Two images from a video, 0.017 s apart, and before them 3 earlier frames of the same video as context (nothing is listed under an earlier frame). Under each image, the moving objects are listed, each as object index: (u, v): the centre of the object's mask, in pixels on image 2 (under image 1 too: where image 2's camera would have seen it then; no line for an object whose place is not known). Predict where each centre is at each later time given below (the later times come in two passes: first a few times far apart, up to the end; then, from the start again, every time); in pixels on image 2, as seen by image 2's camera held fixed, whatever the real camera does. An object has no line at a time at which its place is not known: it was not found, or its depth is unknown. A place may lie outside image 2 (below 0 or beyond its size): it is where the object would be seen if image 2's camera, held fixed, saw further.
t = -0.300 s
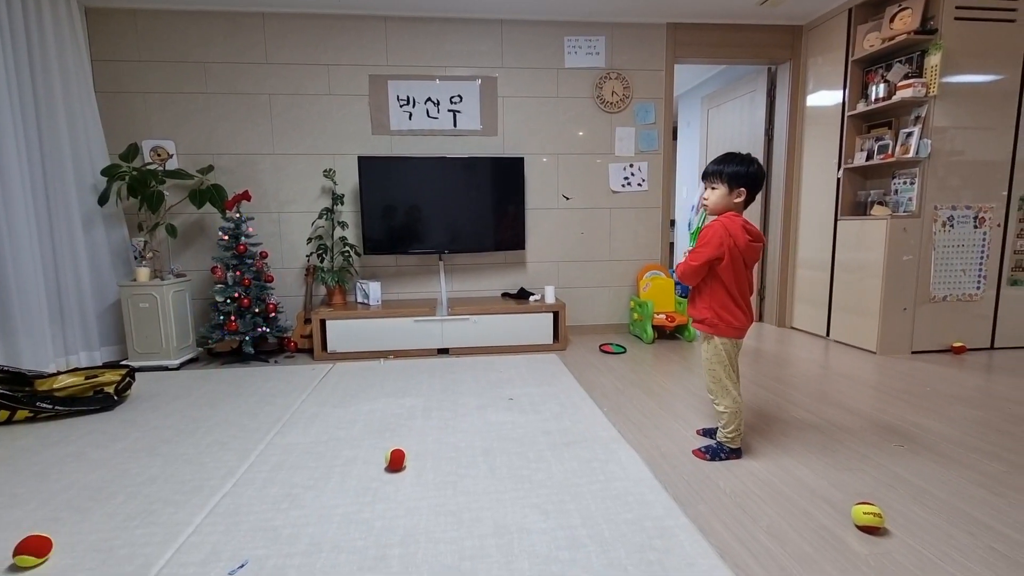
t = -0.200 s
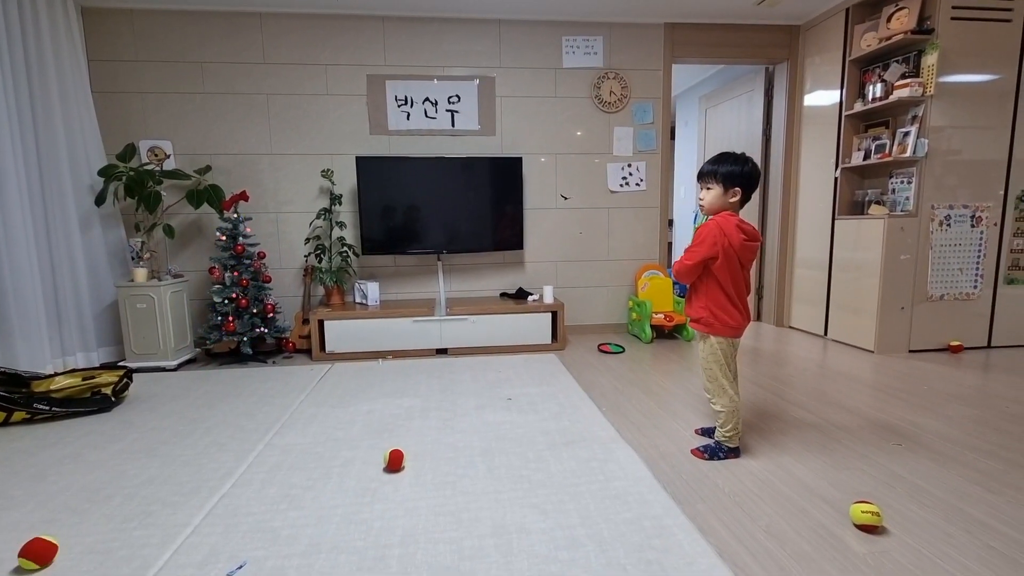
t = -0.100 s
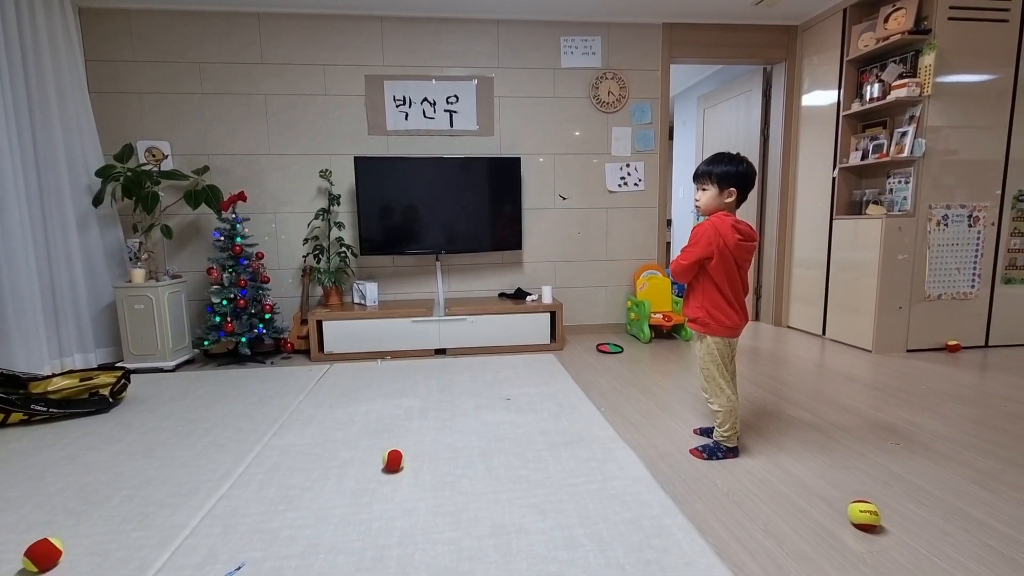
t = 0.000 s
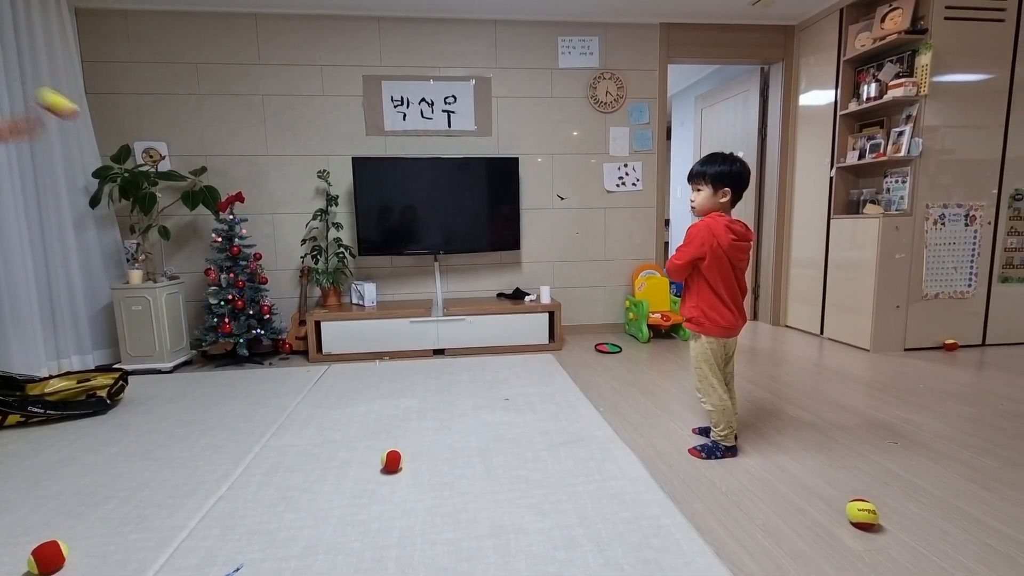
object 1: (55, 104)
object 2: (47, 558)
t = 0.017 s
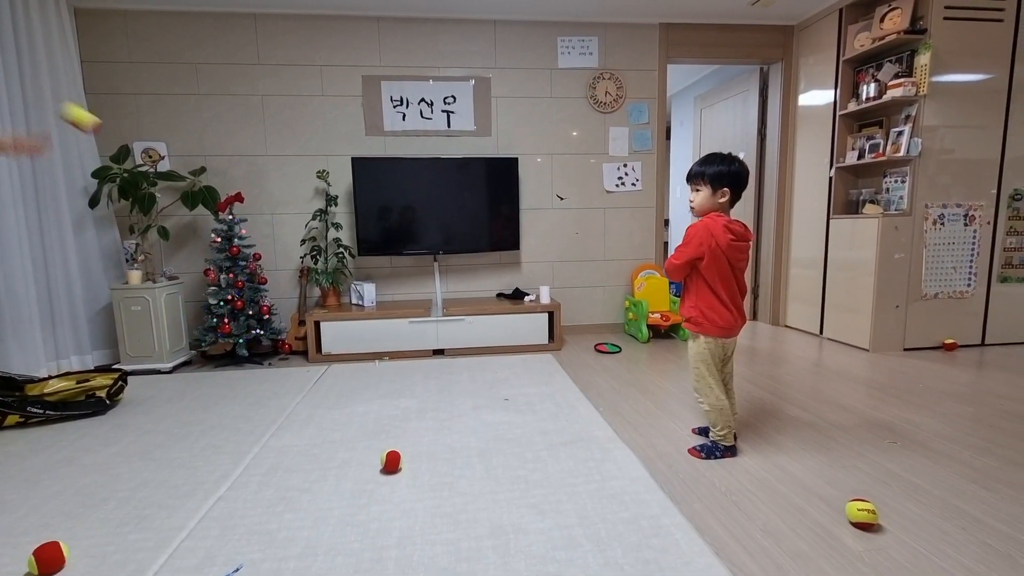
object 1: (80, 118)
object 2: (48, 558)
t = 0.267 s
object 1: (387, 375)
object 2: (65, 556)
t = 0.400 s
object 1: (461, 349)
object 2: (71, 556)
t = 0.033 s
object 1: (104, 133)
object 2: (49, 558)
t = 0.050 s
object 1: (126, 146)
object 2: (50, 558)
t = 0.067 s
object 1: (150, 162)
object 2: (52, 558)
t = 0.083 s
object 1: (173, 179)
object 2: (53, 558)
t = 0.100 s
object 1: (195, 195)
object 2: (55, 558)
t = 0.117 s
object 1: (216, 213)
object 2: (56, 557)
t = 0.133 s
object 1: (237, 229)
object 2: (58, 557)
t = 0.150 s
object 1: (257, 246)
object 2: (58, 557)
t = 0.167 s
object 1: (278, 265)
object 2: (60, 556)
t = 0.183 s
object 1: (297, 283)
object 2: (61, 556)
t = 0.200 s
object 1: (315, 301)
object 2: (61, 556)
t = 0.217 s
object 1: (333, 318)
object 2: (62, 556)
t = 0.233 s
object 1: (353, 338)
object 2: (63, 556)
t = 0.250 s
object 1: (370, 356)
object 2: (64, 556)
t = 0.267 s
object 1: (387, 375)
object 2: (65, 556)
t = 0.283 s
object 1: (404, 395)
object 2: (66, 556)
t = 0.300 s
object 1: (419, 414)
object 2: (67, 556)
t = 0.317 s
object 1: (429, 412)
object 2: (68, 556)
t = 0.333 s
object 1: (436, 397)
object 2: (68, 556)
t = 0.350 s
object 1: (443, 384)
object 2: (69, 556)
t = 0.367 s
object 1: (449, 371)
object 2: (70, 556)
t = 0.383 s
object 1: (455, 360)
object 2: (70, 556)
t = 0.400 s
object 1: (461, 349)
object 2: (71, 556)
